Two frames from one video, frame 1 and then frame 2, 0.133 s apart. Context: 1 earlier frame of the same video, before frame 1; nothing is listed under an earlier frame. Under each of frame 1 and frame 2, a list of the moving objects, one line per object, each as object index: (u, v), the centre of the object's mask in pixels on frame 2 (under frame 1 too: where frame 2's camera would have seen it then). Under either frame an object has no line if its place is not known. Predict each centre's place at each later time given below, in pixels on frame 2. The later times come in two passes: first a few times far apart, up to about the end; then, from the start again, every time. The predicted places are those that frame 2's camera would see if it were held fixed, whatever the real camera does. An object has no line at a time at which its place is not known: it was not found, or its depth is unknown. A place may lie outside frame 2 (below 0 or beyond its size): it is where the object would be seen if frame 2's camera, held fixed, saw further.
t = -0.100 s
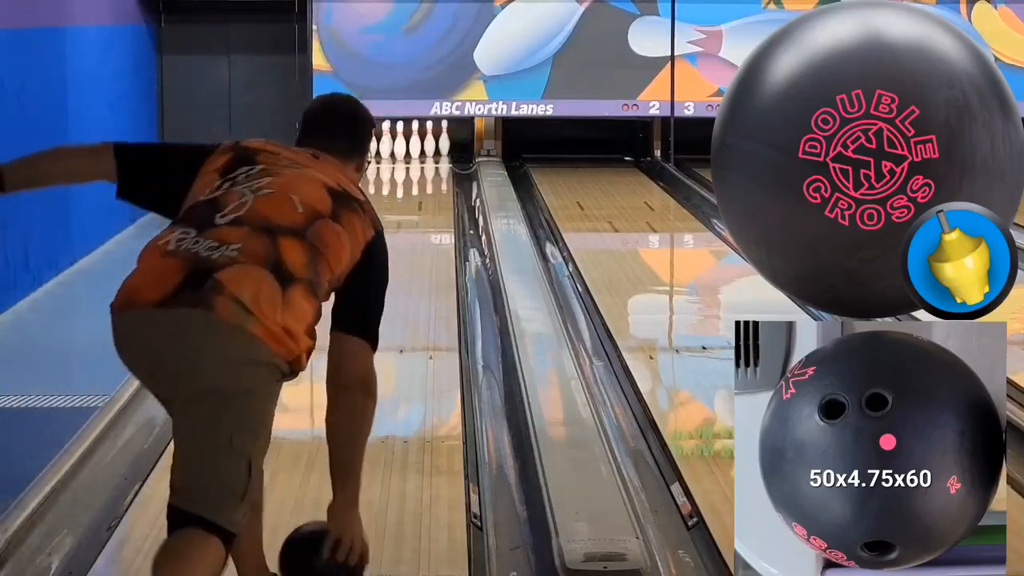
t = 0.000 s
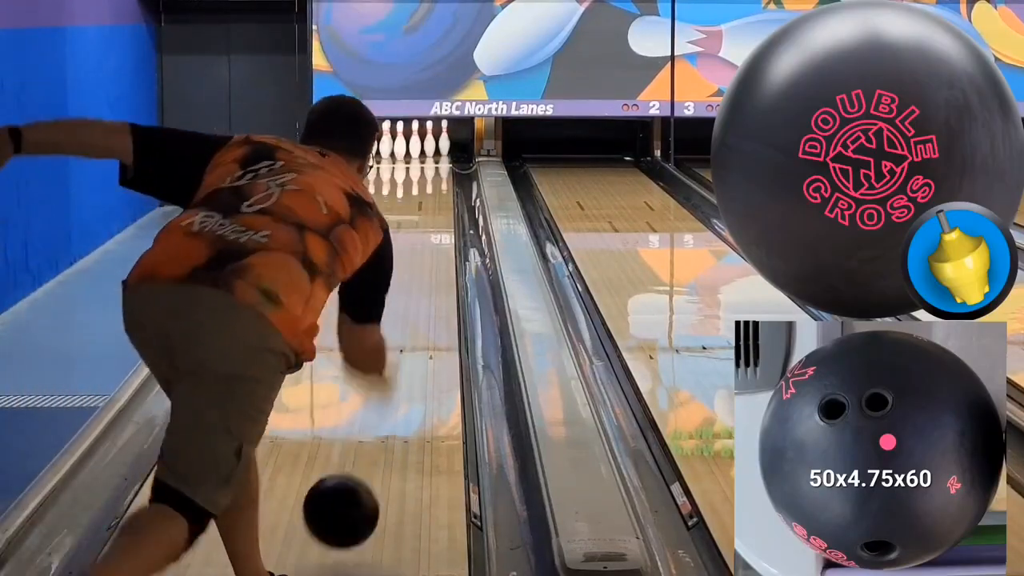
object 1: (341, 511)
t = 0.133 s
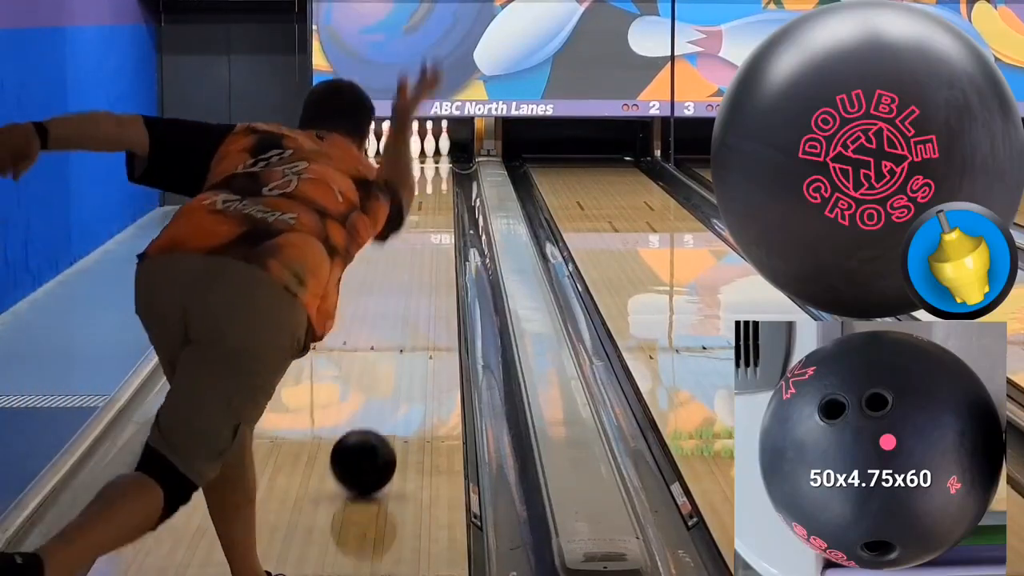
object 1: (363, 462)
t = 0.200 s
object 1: (371, 436)
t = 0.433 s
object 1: (395, 360)
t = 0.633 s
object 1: (408, 315)
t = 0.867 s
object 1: (419, 275)
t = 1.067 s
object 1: (425, 249)
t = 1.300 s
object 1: (428, 225)
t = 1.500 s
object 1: (429, 208)
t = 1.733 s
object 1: (427, 191)
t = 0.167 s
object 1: (367, 449)
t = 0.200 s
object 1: (371, 436)
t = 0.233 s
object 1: (375, 424)
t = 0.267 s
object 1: (379, 411)
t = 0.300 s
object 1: (383, 400)
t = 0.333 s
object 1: (386, 389)
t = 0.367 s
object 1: (389, 379)
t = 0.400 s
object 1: (392, 369)
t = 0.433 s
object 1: (395, 360)
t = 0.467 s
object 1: (397, 352)
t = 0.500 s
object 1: (400, 344)
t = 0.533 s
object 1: (402, 336)
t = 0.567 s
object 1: (405, 329)
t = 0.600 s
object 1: (406, 322)
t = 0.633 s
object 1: (408, 315)
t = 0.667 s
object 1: (410, 309)
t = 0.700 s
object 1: (412, 303)
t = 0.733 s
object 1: (414, 297)
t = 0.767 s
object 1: (415, 291)
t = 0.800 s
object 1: (417, 286)
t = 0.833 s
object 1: (418, 280)
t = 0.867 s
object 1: (419, 275)
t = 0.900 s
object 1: (420, 271)
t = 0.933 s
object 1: (422, 266)
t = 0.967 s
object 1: (423, 262)
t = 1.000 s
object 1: (424, 257)
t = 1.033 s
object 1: (424, 253)
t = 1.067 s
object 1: (425, 249)
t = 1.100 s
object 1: (426, 246)
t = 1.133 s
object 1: (426, 242)
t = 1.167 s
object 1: (427, 238)
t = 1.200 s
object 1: (427, 234)
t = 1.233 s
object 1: (428, 231)
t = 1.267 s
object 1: (428, 228)
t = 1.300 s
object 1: (428, 225)
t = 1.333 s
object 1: (429, 222)
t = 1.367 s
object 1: (429, 219)
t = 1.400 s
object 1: (429, 216)
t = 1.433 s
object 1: (429, 213)
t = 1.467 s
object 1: (429, 210)
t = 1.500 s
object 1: (429, 208)
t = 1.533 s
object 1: (429, 205)
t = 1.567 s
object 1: (429, 203)
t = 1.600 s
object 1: (428, 200)
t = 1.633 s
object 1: (428, 198)
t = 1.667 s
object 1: (428, 196)
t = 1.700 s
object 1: (427, 193)
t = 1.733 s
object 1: (427, 191)
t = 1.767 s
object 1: (426, 189)
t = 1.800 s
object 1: (426, 187)
